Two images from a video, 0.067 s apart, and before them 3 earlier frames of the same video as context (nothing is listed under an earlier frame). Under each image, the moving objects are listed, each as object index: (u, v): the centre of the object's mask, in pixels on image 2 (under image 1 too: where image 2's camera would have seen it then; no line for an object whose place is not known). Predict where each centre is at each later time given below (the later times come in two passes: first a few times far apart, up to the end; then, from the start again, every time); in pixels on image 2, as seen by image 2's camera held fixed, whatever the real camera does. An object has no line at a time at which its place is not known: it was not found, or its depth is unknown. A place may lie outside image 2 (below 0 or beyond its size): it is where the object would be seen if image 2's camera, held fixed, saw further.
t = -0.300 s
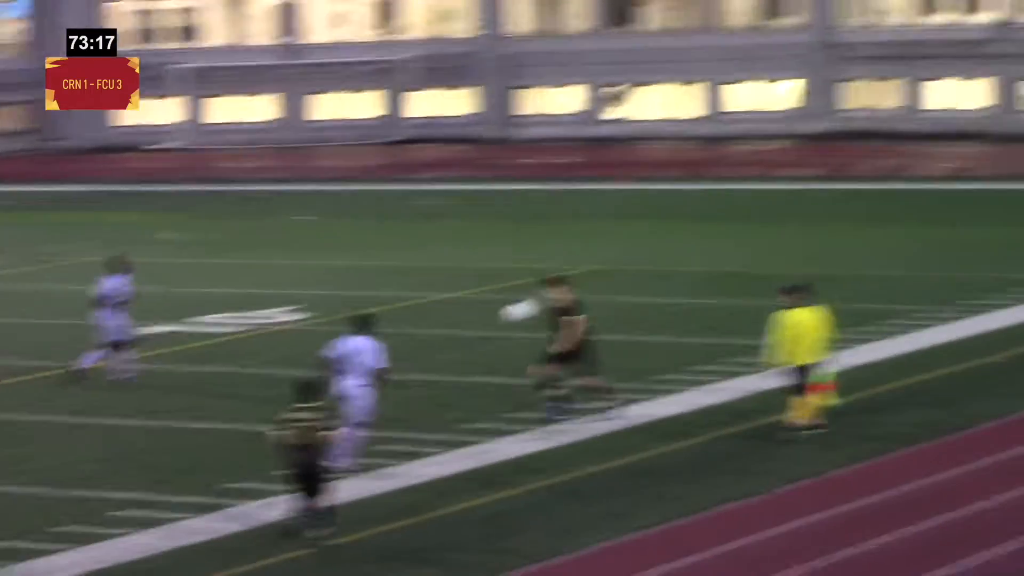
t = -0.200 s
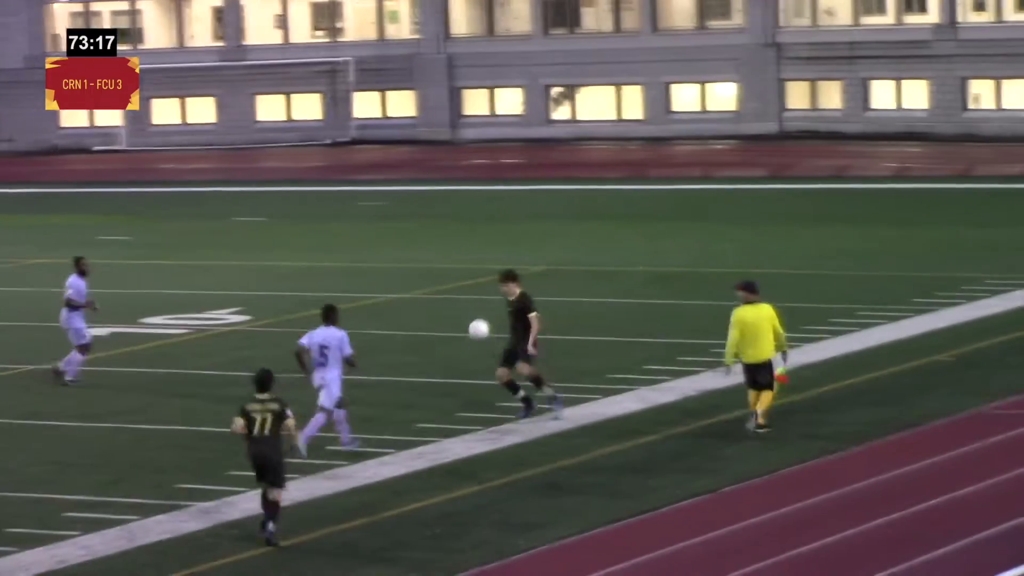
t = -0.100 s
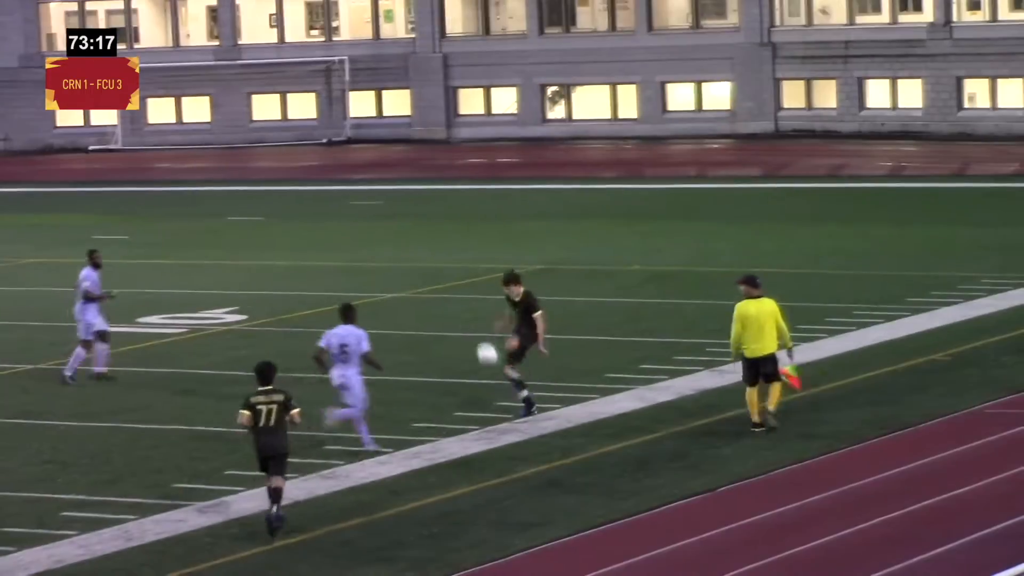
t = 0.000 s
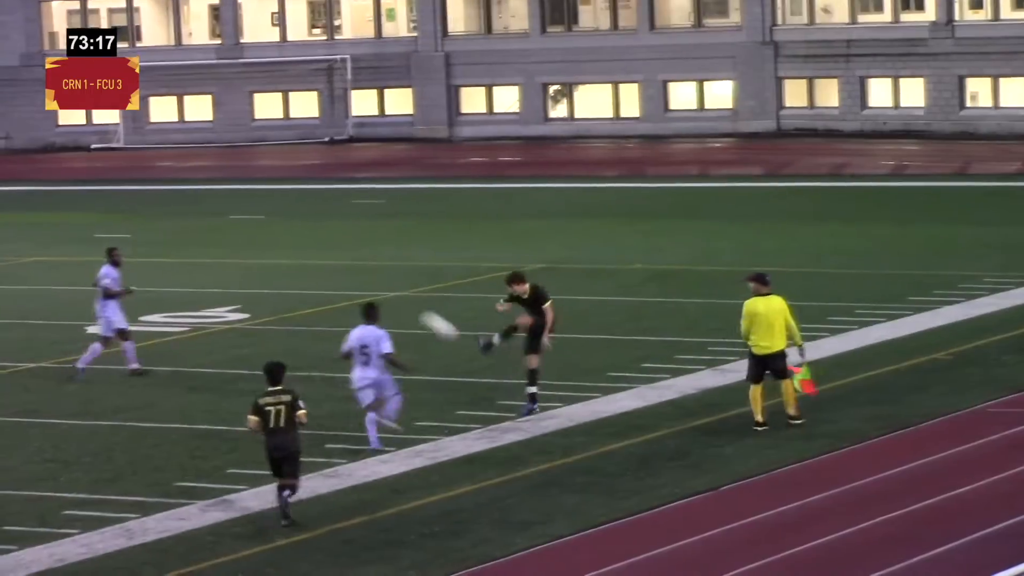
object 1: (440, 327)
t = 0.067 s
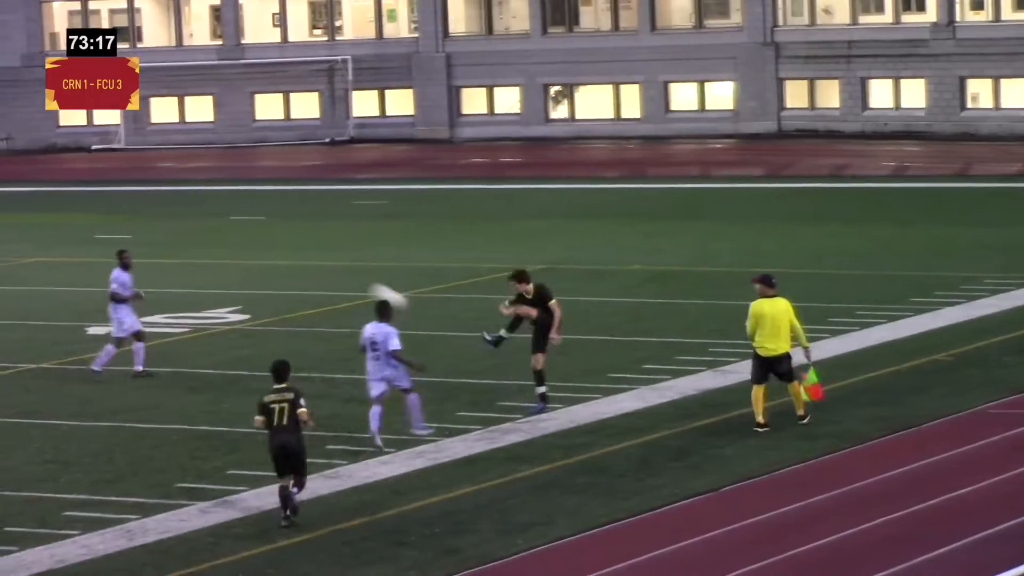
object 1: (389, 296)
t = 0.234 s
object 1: (266, 242)
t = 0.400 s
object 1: (161, 216)
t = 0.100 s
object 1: (363, 284)
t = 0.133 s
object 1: (339, 271)
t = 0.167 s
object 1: (314, 260)
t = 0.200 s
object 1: (289, 251)
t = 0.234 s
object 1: (266, 242)
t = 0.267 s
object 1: (243, 235)
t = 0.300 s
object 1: (221, 229)
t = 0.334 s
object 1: (199, 224)
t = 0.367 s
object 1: (176, 220)
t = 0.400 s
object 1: (161, 216)
